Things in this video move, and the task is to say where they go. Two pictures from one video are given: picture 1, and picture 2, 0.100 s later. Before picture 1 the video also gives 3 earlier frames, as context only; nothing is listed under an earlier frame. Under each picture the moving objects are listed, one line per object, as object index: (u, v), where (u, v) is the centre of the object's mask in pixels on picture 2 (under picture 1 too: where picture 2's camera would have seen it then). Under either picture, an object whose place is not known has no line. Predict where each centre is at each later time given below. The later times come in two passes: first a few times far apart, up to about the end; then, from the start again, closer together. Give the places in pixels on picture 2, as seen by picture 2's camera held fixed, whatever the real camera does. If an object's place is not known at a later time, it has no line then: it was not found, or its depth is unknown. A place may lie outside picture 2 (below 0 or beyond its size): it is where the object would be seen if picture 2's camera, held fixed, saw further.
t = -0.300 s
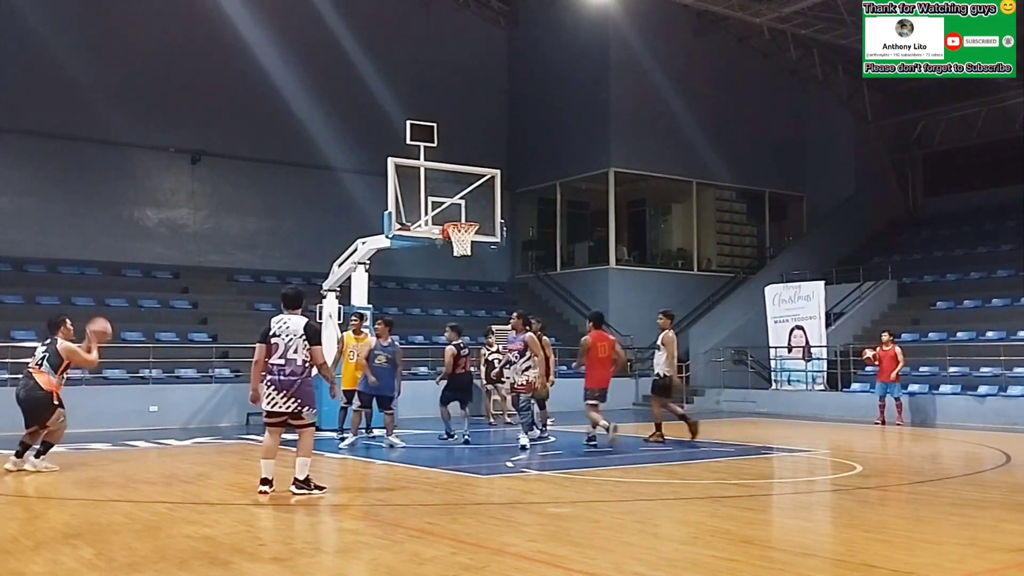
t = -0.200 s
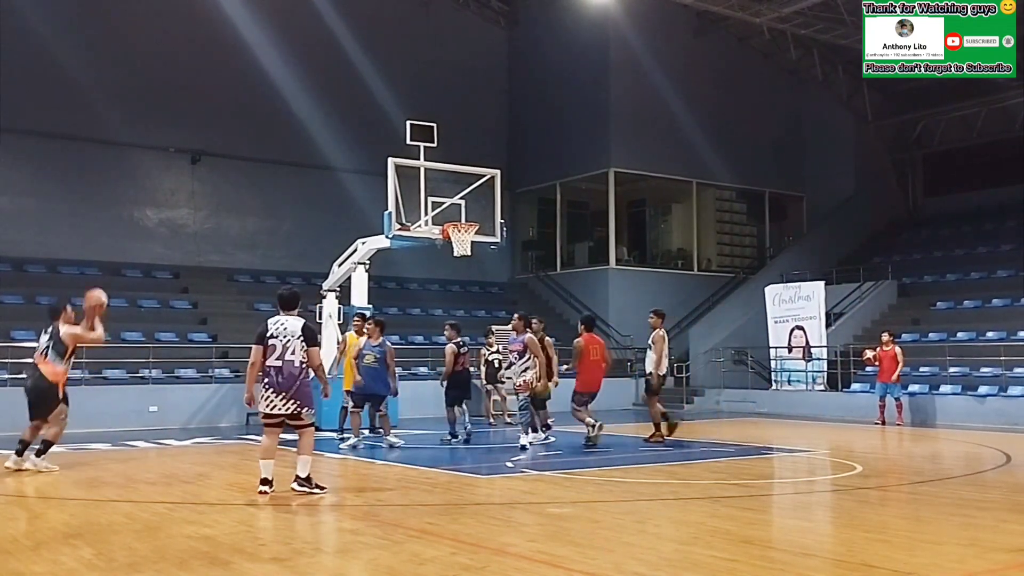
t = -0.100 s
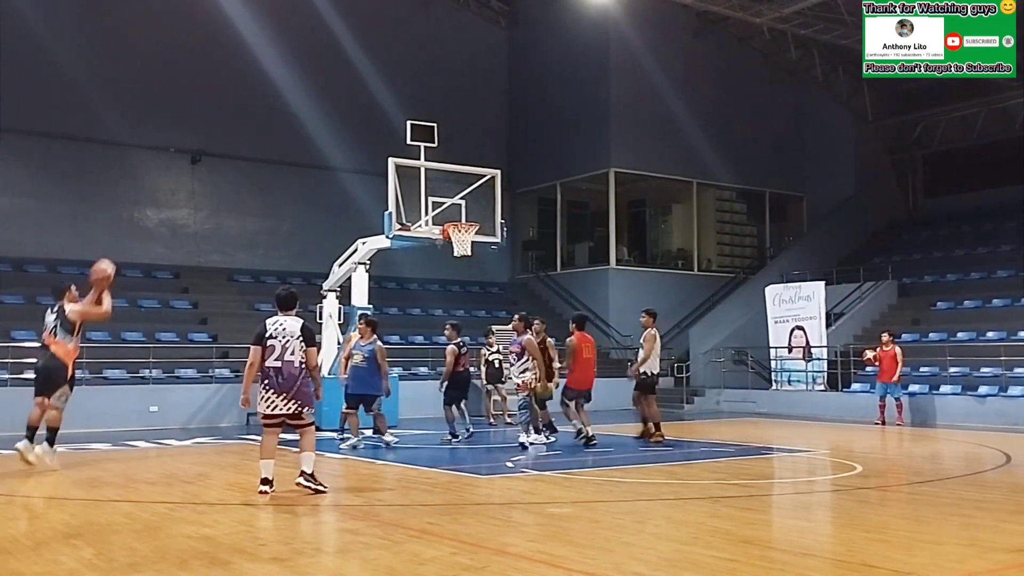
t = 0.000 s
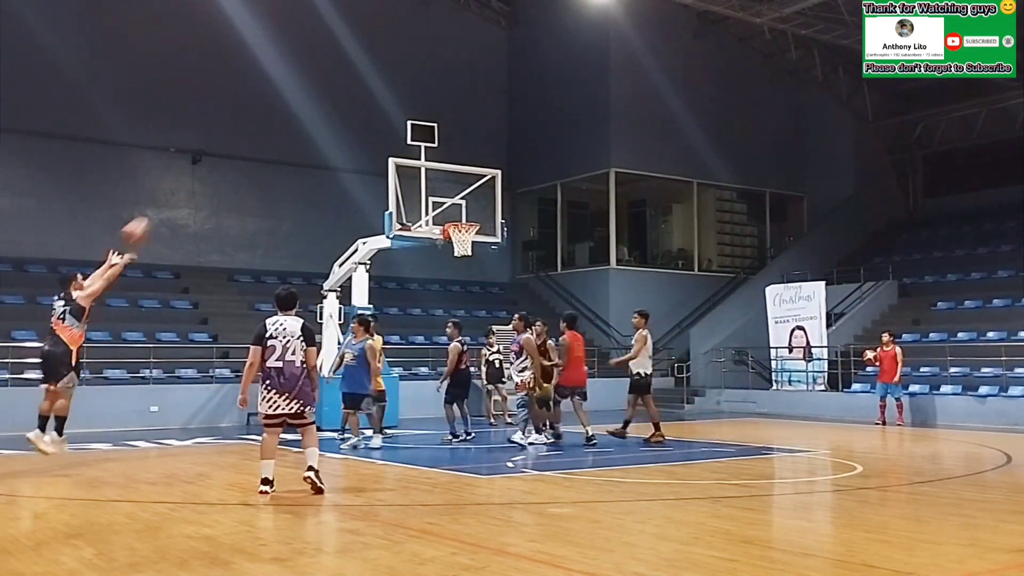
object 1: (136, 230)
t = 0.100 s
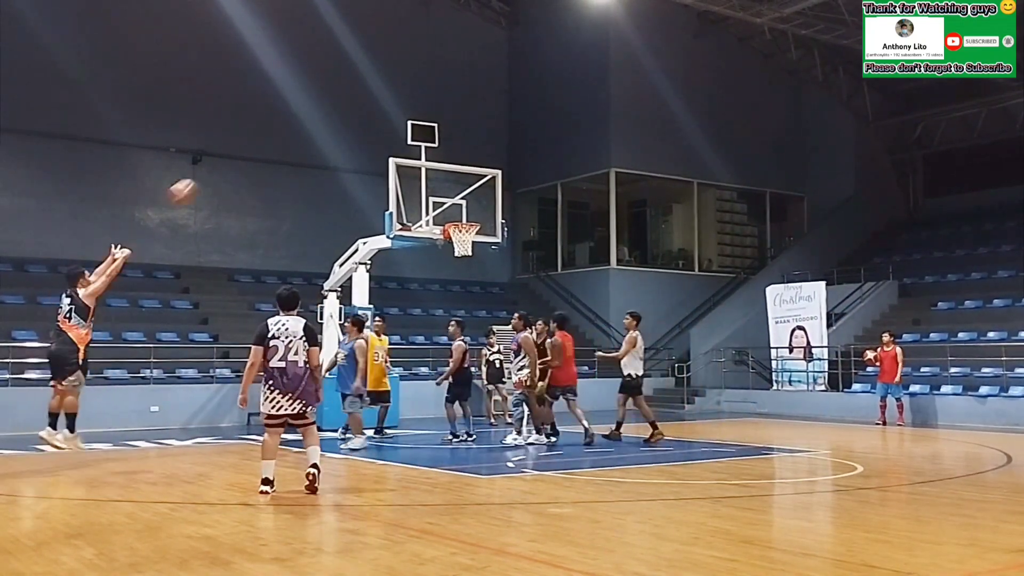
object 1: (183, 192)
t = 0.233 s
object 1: (239, 156)
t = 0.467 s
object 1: (325, 131)
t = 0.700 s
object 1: (400, 148)
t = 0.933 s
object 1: (470, 202)
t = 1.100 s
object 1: (512, 236)
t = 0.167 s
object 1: (211, 172)
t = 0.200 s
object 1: (225, 163)
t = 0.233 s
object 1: (239, 156)
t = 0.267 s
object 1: (252, 149)
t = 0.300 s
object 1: (265, 144)
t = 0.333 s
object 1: (277, 140)
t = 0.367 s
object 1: (289, 136)
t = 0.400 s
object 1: (301, 134)
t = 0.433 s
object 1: (313, 132)
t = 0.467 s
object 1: (325, 131)
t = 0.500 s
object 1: (336, 131)
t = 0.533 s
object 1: (348, 132)
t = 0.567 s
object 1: (358, 134)
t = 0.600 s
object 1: (370, 137)
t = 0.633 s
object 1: (380, 139)
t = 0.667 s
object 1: (391, 143)
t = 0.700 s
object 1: (400, 148)
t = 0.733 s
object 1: (410, 153)
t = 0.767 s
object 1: (421, 159)
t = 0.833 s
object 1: (440, 175)
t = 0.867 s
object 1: (450, 183)
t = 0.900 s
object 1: (458, 190)
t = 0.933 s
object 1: (470, 202)
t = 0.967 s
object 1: (477, 210)
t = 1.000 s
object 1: (486, 220)
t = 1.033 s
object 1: (494, 223)
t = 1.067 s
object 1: (504, 229)
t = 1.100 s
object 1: (512, 236)
